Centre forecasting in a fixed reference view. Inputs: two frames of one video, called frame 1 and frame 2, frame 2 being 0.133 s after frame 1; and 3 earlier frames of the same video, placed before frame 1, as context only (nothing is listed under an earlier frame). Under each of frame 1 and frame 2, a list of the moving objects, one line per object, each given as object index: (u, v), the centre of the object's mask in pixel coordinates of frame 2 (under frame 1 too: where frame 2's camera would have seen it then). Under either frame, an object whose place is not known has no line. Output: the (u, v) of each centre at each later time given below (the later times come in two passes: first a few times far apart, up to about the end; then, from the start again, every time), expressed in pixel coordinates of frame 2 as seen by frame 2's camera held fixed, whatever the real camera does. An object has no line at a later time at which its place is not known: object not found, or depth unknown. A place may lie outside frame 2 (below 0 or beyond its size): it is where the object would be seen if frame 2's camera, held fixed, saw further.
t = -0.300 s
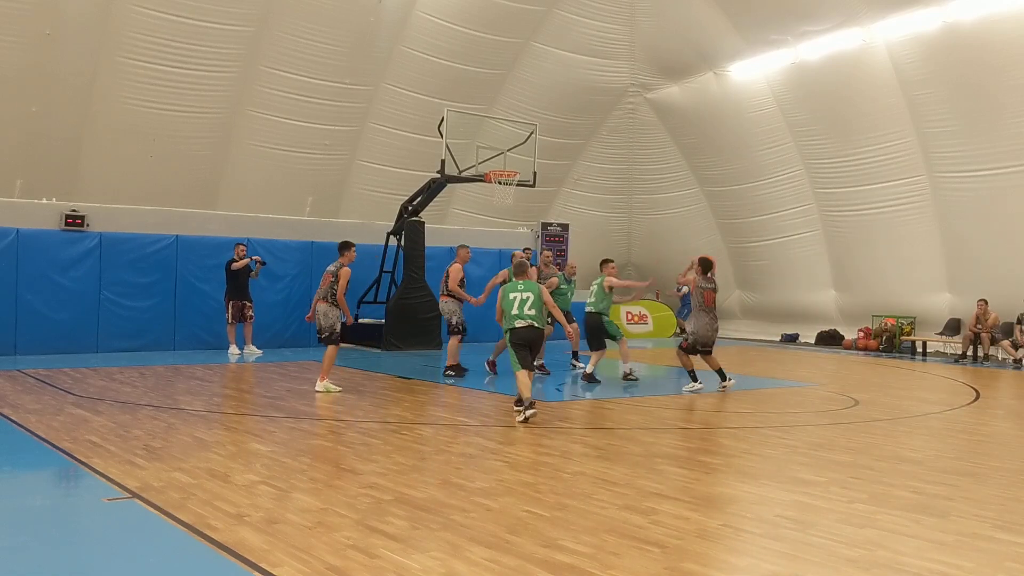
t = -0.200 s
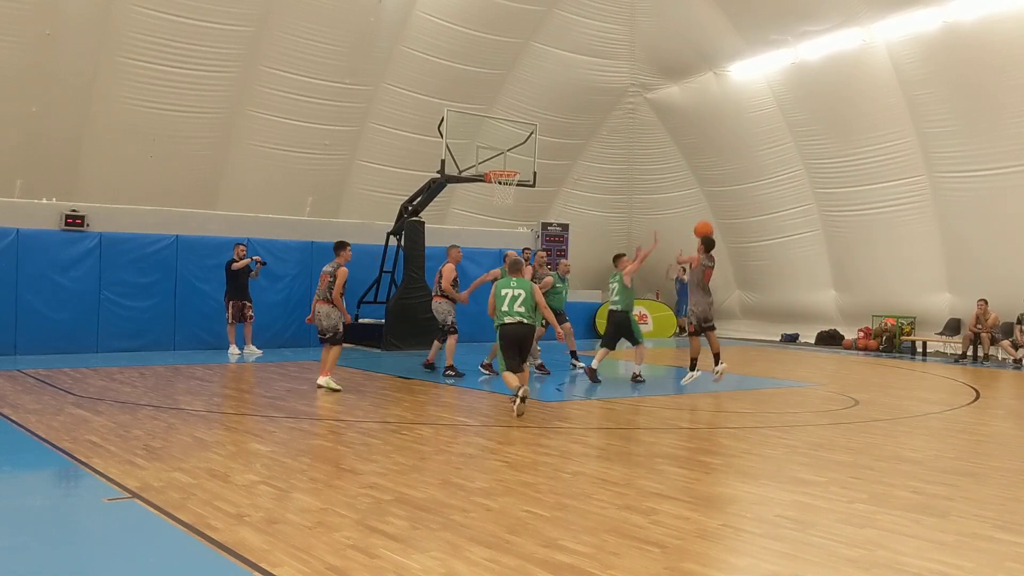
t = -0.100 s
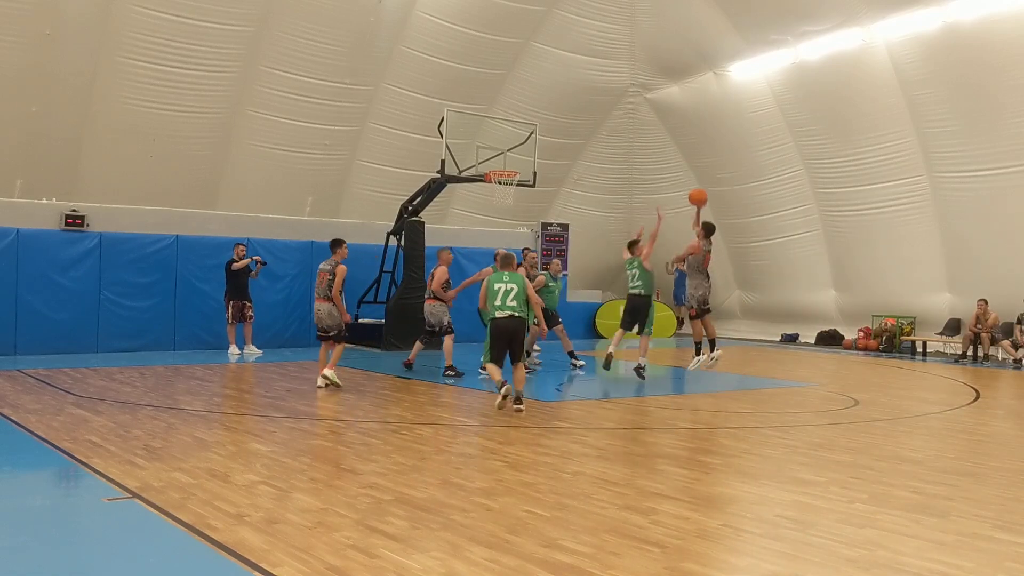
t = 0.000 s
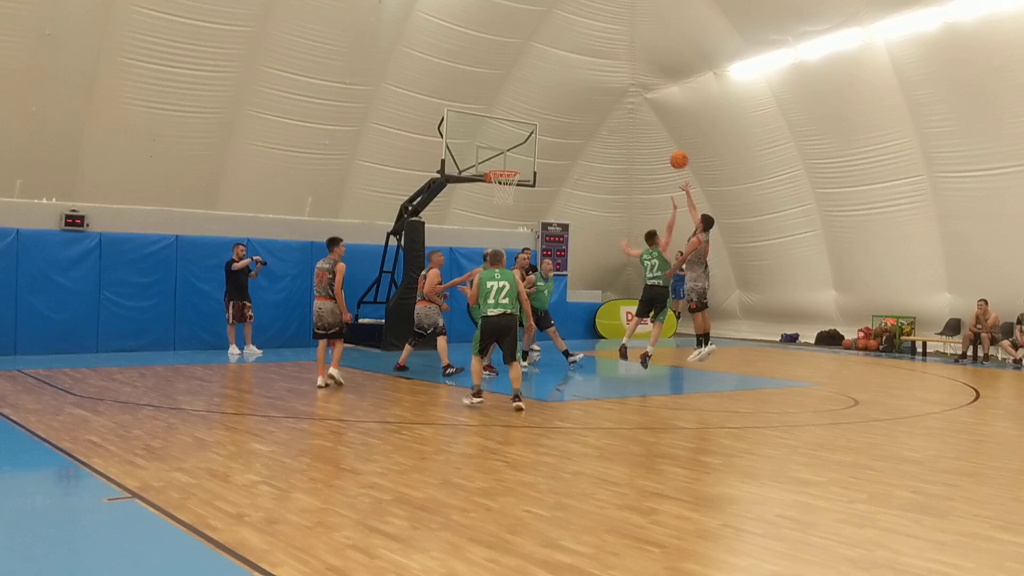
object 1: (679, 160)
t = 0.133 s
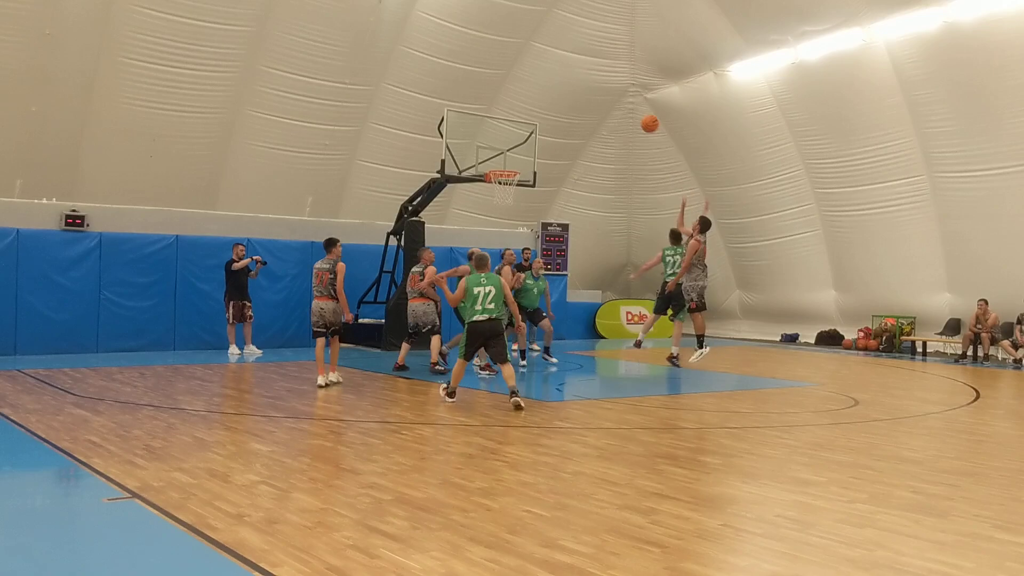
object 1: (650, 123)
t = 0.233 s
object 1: (629, 106)
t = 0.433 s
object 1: (589, 92)
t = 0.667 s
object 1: (546, 110)
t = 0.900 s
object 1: (505, 159)
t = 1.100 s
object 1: (521, 186)
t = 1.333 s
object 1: (522, 185)
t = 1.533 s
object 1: (521, 210)
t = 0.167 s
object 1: (643, 117)
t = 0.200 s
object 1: (636, 111)
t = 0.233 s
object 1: (629, 106)
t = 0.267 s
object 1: (622, 101)
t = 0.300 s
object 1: (615, 98)
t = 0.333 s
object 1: (609, 96)
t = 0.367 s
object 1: (602, 94)
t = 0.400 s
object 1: (596, 92)
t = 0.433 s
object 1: (589, 92)
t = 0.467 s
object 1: (583, 93)
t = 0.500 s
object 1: (577, 94)
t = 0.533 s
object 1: (570, 95)
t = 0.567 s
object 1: (564, 98)
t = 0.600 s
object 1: (558, 101)
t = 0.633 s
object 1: (552, 105)
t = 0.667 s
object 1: (546, 110)
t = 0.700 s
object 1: (540, 115)
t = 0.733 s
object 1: (534, 121)
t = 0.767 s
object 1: (528, 127)
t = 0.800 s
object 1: (522, 134)
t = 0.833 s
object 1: (516, 142)
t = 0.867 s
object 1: (511, 150)
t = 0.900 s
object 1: (505, 159)
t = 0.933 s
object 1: (499, 166)
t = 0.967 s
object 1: (504, 176)
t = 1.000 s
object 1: (509, 184)
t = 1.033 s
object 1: (515, 188)
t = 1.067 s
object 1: (518, 188)
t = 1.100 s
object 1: (521, 186)
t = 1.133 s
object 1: (522, 184)
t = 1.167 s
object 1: (522, 182)
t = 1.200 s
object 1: (522, 181)
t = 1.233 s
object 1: (522, 182)
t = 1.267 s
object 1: (522, 182)
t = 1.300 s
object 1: (522, 183)
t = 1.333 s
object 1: (522, 185)
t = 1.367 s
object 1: (522, 187)
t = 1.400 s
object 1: (521, 190)
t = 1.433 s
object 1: (522, 194)
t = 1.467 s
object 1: (521, 198)
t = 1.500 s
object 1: (521, 204)
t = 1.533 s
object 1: (521, 210)
